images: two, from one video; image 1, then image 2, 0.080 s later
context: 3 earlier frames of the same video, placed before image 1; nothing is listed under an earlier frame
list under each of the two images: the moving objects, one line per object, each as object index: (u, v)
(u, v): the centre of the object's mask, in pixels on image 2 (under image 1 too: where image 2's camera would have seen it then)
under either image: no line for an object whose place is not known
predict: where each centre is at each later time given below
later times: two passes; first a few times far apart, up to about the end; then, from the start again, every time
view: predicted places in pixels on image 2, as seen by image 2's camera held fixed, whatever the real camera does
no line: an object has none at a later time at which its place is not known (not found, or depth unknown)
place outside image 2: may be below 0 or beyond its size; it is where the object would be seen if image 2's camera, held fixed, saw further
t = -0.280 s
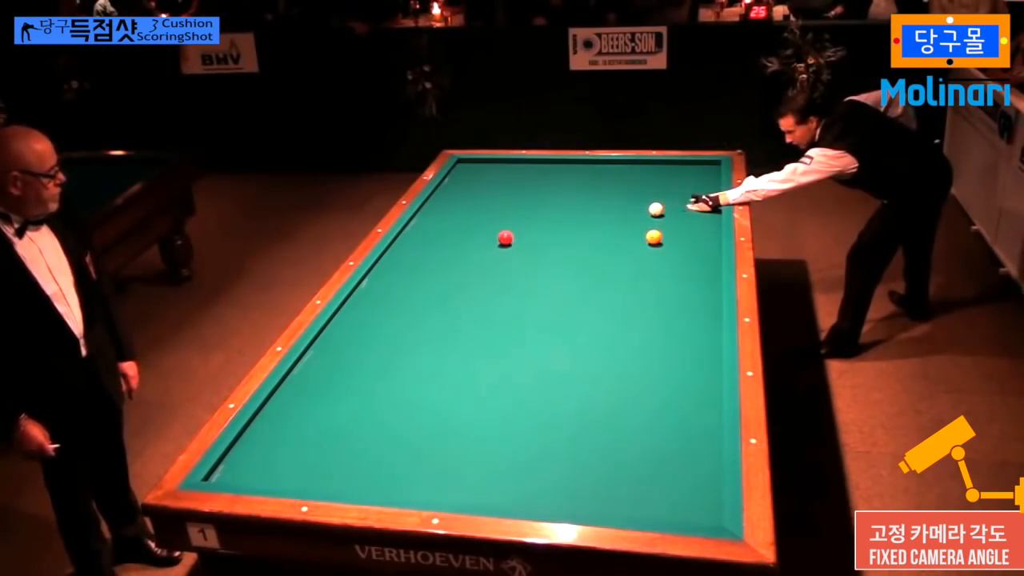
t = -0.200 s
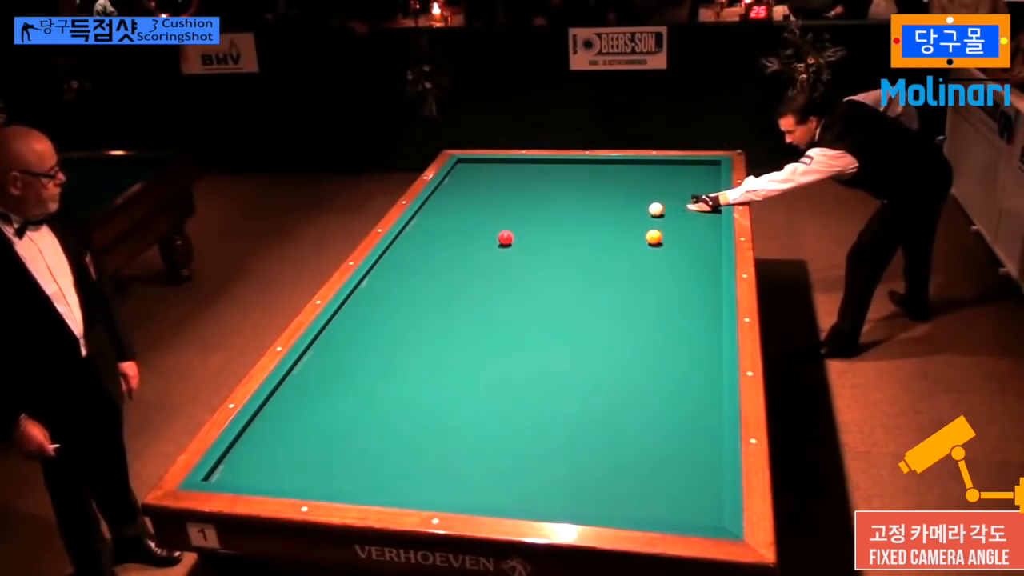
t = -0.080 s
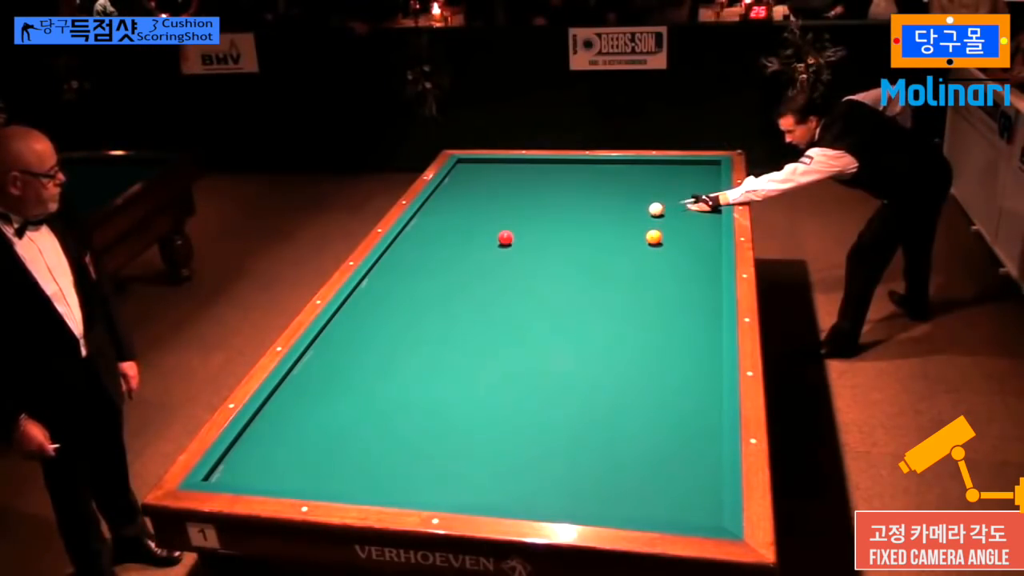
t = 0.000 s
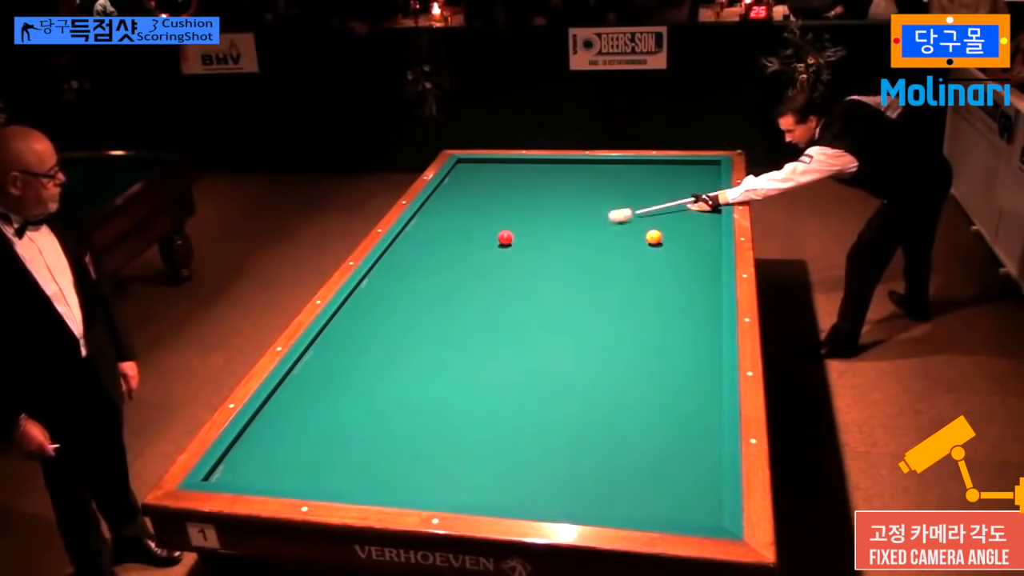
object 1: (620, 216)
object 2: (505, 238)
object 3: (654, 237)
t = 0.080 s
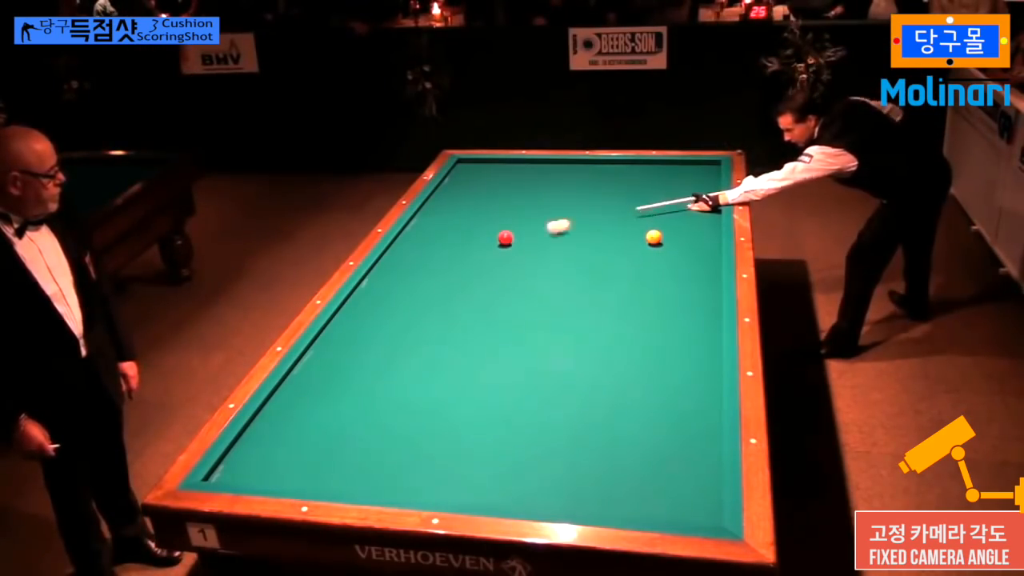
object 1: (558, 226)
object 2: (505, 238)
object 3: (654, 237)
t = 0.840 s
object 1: (457, 194)
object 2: (433, 402)
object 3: (654, 237)
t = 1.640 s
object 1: (550, 166)
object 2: (708, 426)
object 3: (654, 237)
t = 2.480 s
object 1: (653, 189)
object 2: (568, 312)
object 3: (654, 237)
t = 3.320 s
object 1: (685, 218)
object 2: (483, 239)
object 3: (654, 237)
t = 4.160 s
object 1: (624, 234)
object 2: (445, 192)
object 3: (650, 251)
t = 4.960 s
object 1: (576, 238)
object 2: (499, 168)
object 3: (645, 273)
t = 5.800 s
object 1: (533, 242)
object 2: (523, 169)
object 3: (642, 295)
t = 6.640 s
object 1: (499, 245)
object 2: (536, 180)
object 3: (640, 315)
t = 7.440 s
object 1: (473, 247)
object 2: (547, 190)
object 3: (638, 331)
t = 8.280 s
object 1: (453, 249)
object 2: (556, 199)
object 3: (637, 344)
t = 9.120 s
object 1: (442, 250)
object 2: (565, 206)
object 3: (636, 353)
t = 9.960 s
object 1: (437, 250)
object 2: (570, 211)
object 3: (636, 356)
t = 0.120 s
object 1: (528, 232)
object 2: (505, 238)
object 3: (654, 237)
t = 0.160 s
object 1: (511, 233)
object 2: (491, 244)
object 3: (654, 237)
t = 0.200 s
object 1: (503, 230)
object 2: (467, 253)
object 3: (654, 237)
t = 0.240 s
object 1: (495, 227)
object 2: (443, 262)
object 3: (654, 237)
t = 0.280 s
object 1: (488, 224)
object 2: (419, 272)
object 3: (654, 237)
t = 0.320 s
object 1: (481, 223)
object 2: (394, 282)
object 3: (654, 237)
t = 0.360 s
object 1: (474, 220)
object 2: (369, 291)
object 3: (654, 237)
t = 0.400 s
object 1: (467, 218)
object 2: (353, 301)
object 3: (654, 237)
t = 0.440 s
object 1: (461, 216)
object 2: (361, 310)
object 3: (654, 237)
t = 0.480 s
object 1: (454, 214)
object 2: (369, 318)
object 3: (654, 237)
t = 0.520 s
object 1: (448, 212)
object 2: (377, 327)
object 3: (654, 237)
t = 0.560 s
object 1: (441, 210)
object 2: (384, 336)
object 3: (654, 237)
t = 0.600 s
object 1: (435, 209)
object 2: (392, 345)
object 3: (654, 237)
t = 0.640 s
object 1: (429, 207)
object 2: (399, 354)
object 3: (654, 237)
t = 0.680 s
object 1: (430, 204)
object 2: (406, 364)
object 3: (654, 237)
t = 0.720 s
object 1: (438, 202)
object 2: (412, 373)
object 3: (654, 237)
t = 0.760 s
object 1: (445, 199)
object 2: (419, 383)
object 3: (654, 237)
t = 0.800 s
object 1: (451, 197)
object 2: (426, 392)
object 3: (654, 237)
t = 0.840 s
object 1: (457, 194)
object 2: (433, 402)
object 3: (654, 237)
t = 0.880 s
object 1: (462, 192)
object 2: (441, 413)
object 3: (654, 237)
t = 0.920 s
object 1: (467, 189)
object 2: (449, 424)
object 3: (654, 237)
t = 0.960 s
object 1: (472, 187)
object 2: (457, 436)
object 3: (654, 237)
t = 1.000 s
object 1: (478, 185)
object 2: (465, 448)
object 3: (654, 237)
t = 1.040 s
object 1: (482, 183)
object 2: (473, 461)
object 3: (654, 237)
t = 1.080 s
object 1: (487, 181)
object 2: (482, 474)
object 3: (654, 237)
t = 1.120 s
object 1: (492, 178)
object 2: (492, 488)
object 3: (654, 237)
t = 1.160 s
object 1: (497, 176)
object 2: (501, 497)
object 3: (654, 237)
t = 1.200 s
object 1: (501, 174)
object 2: (521, 495)
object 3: (654, 237)
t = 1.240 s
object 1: (506, 172)
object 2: (541, 487)
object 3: (654, 237)
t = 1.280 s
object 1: (510, 170)
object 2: (560, 479)
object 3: (654, 237)
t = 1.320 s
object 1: (515, 168)
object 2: (578, 471)
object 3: (654, 237)
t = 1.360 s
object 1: (519, 166)
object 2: (595, 462)
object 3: (654, 237)
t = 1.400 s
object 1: (524, 164)
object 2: (613, 457)
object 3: (654, 237)
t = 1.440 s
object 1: (528, 162)
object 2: (629, 451)
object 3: (654, 237)
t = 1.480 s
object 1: (532, 161)
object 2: (646, 446)
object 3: (654, 237)
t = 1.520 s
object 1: (536, 162)
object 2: (662, 441)
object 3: (654, 237)
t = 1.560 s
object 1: (541, 164)
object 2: (678, 436)
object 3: (654, 237)
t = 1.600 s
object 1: (546, 165)
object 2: (693, 431)
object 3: (654, 237)
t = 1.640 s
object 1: (550, 166)
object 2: (708, 426)
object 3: (654, 237)
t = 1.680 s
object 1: (555, 167)
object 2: (704, 419)
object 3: (654, 237)
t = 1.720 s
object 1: (559, 168)
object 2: (692, 412)
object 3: (654, 237)
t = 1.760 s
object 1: (564, 169)
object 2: (682, 405)
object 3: (654, 237)
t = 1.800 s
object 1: (569, 170)
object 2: (673, 399)
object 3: (654, 237)
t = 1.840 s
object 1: (573, 172)
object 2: (666, 393)
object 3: (654, 237)
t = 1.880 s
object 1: (578, 173)
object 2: (658, 386)
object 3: (654, 237)
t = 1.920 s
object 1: (583, 174)
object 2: (651, 381)
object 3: (654, 237)
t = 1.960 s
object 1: (588, 175)
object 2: (644, 375)
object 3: (654, 237)
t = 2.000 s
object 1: (593, 176)
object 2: (637, 369)
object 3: (654, 237)
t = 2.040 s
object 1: (597, 177)
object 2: (631, 364)
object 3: (654, 237)
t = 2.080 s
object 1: (602, 178)
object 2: (624, 358)
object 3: (654, 237)
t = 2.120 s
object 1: (607, 179)
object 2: (618, 353)
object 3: (654, 237)
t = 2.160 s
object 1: (612, 180)
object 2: (612, 348)
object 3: (654, 237)
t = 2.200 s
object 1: (617, 181)
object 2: (606, 343)
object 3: (654, 237)
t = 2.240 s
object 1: (622, 183)
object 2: (600, 338)
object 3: (654, 237)
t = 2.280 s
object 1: (627, 184)
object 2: (594, 333)
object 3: (654, 237)
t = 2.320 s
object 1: (632, 185)
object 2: (589, 329)
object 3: (654, 237)
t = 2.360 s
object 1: (637, 186)
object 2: (583, 324)
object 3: (654, 237)
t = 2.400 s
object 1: (643, 187)
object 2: (578, 320)
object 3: (654, 237)
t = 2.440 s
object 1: (648, 188)
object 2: (573, 316)
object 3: (654, 237)
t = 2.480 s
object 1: (653, 189)
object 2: (568, 312)
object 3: (654, 237)
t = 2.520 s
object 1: (658, 190)
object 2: (563, 307)
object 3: (654, 237)
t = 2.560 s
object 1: (663, 192)
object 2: (558, 303)
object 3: (654, 237)
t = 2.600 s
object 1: (669, 193)
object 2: (553, 299)
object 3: (654, 237)
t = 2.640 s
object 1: (674, 194)
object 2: (549, 295)
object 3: (654, 237)
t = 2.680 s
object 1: (679, 195)
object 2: (544, 292)
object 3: (654, 237)
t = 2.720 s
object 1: (685, 196)
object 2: (540, 288)
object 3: (654, 237)
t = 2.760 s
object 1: (690, 198)
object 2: (535, 284)
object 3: (654, 237)
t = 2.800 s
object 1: (695, 199)
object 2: (531, 280)
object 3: (654, 237)
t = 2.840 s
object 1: (701, 200)
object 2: (527, 277)
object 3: (654, 237)
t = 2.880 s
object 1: (706, 201)
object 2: (523, 274)
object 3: (654, 237)
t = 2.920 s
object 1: (712, 203)
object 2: (519, 270)
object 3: (654, 237)
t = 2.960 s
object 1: (714, 204)
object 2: (515, 267)
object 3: (654, 237)
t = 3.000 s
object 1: (710, 206)
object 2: (511, 264)
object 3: (654, 237)
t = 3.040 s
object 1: (707, 207)
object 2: (507, 260)
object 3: (654, 237)
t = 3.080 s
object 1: (704, 209)
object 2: (503, 257)
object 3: (654, 237)
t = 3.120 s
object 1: (701, 210)
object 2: (500, 254)
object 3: (654, 237)
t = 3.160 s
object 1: (698, 212)
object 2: (496, 251)
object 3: (654, 237)
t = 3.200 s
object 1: (694, 213)
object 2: (493, 248)
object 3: (654, 237)
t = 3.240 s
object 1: (692, 215)
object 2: (489, 245)
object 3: (654, 237)
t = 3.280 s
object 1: (688, 216)
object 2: (486, 242)
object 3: (654, 237)
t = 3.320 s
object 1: (685, 218)
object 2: (483, 239)
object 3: (654, 237)
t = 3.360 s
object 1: (682, 219)
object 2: (479, 236)
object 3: (654, 237)
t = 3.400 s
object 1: (679, 221)
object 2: (476, 233)
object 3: (654, 237)
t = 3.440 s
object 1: (676, 222)
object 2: (473, 231)
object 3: (654, 237)
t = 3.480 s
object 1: (673, 224)
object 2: (470, 228)
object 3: (654, 237)
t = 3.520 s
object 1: (670, 225)
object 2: (466, 226)
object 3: (654, 237)
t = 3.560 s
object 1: (666, 227)
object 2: (464, 223)
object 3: (654, 238)
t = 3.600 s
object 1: (664, 228)
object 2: (461, 221)
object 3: (654, 238)
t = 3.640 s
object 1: (661, 228)
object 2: (458, 218)
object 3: (654, 238)
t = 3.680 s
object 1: (658, 229)
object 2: (455, 216)
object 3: (654, 237)
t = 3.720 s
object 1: (654, 229)
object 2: (452, 213)
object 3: (654, 239)
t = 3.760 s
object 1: (650, 229)
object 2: (450, 211)
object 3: (653, 240)
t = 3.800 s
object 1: (647, 230)
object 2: (447, 209)
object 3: (653, 241)
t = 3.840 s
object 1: (644, 231)
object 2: (444, 207)
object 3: (652, 242)
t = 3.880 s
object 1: (642, 232)
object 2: (442, 204)
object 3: (652, 243)
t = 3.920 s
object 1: (640, 233)
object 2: (440, 202)
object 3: (652, 245)
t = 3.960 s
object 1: (637, 233)
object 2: (437, 200)
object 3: (652, 246)
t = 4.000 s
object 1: (634, 233)
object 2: (435, 198)
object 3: (651, 247)
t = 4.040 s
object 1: (632, 233)
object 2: (436, 196)
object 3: (651, 248)
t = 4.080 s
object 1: (629, 234)
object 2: (439, 195)
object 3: (651, 249)
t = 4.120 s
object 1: (626, 234)
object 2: (442, 193)
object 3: (650, 250)
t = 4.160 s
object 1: (624, 234)
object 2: (445, 192)
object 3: (650, 251)
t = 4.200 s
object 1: (621, 234)
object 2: (449, 191)
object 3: (650, 252)
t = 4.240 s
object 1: (619, 235)
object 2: (451, 189)
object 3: (650, 254)
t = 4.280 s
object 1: (616, 235)
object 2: (454, 188)
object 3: (649, 255)
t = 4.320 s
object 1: (614, 235)
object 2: (457, 187)
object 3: (649, 255)
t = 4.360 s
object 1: (611, 235)
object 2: (460, 185)
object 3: (649, 257)
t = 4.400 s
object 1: (609, 235)
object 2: (462, 184)
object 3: (648, 258)
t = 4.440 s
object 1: (606, 236)
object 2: (465, 183)
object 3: (648, 259)
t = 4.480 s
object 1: (604, 236)
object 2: (468, 182)
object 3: (648, 260)
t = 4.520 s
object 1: (601, 236)
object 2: (470, 180)
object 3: (648, 262)
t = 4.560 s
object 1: (599, 236)
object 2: (473, 179)
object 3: (647, 262)
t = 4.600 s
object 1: (596, 236)
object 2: (476, 178)
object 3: (647, 264)
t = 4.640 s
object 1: (594, 236)
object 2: (479, 176)
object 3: (647, 264)
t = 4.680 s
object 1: (592, 237)
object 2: (481, 175)
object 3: (647, 266)
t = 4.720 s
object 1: (589, 237)
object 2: (484, 174)
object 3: (646, 267)
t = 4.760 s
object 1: (587, 237)
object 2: (486, 173)
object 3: (646, 268)
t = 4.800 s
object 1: (585, 237)
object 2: (489, 172)
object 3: (646, 269)
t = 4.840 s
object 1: (582, 237)
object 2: (491, 171)
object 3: (646, 270)
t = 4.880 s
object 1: (580, 238)
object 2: (494, 170)
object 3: (645, 271)
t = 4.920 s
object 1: (578, 238)
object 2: (496, 169)
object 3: (645, 272)
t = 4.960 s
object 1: (576, 238)
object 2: (499, 168)
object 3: (645, 273)
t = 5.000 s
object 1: (573, 238)
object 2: (501, 167)
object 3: (645, 274)
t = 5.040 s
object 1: (571, 238)
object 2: (503, 166)
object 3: (645, 276)
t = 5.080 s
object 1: (569, 239)
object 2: (505, 165)
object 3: (644, 277)
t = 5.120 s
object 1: (567, 239)
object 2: (508, 164)
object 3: (644, 278)
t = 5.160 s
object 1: (565, 239)
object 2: (510, 162)
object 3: (644, 279)
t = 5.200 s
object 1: (563, 239)
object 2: (512, 161)
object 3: (644, 280)
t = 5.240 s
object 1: (561, 239)
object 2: (514, 161)
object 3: (644, 281)
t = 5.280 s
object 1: (558, 239)
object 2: (515, 161)
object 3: (643, 282)
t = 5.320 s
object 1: (556, 239)
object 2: (516, 161)
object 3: (643, 283)
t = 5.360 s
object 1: (554, 240)
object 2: (516, 162)
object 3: (643, 284)
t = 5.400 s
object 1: (552, 240)
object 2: (517, 163)
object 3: (643, 285)
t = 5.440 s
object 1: (550, 240)
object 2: (518, 163)
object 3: (643, 286)
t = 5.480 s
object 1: (549, 240)
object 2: (518, 164)
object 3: (643, 287)
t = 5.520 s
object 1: (546, 241)
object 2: (519, 164)
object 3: (643, 288)
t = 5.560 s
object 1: (545, 241)
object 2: (519, 165)
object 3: (642, 289)
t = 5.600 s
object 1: (543, 241)
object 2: (520, 166)
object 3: (642, 290)
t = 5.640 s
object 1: (541, 241)
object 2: (521, 166)
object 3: (642, 291)
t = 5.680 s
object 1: (539, 241)
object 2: (521, 167)
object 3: (642, 292)
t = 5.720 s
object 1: (537, 241)
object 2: (521, 167)
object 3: (642, 293)
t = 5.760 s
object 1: (535, 241)
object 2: (522, 168)
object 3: (642, 294)
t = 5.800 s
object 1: (533, 242)
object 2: (523, 169)
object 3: (642, 295)
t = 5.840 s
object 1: (531, 242)
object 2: (524, 169)
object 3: (642, 296)
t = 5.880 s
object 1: (530, 242)
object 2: (524, 170)
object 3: (641, 297)
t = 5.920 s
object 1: (528, 242)
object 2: (525, 170)
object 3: (641, 298)
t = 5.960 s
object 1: (526, 242)
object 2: (526, 171)
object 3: (641, 299)
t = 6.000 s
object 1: (524, 242)
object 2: (526, 171)
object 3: (641, 300)
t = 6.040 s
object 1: (523, 243)
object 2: (527, 172)
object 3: (641, 301)
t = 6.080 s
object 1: (521, 243)
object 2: (528, 172)
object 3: (641, 302)
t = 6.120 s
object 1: (519, 243)
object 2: (528, 173)
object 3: (641, 303)
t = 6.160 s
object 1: (517, 243)
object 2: (529, 174)
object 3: (641, 304)
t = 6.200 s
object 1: (516, 243)
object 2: (529, 174)
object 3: (641, 305)
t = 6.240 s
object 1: (514, 243)
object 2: (530, 175)
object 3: (641, 306)
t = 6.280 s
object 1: (513, 243)
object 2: (531, 175)
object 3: (641, 307)
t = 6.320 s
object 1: (511, 244)
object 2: (531, 176)
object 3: (641, 308)
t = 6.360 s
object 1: (509, 244)
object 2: (532, 176)
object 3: (641, 309)
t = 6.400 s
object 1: (508, 244)
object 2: (532, 177)
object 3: (641, 309)
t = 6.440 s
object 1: (506, 244)
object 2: (533, 177)
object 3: (640, 311)
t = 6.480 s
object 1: (505, 244)
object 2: (533, 178)
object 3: (640, 311)
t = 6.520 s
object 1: (503, 244)
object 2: (534, 179)
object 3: (641, 312)
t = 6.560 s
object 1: (502, 244)
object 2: (535, 179)
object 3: (640, 313)
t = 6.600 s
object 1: (500, 244)
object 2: (535, 180)
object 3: (640, 314)
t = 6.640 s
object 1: (499, 245)
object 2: (536, 180)
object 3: (640, 315)
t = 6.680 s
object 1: (497, 245)
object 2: (536, 180)
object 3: (640, 316)
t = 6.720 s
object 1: (496, 245)
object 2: (537, 181)
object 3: (640, 317)
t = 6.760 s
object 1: (494, 245)
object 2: (538, 181)
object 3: (640, 318)
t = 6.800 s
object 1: (493, 245)
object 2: (538, 182)
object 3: (640, 318)
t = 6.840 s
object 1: (492, 245)
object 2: (539, 182)
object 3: (640, 319)
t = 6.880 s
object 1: (490, 245)
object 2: (539, 183)
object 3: (640, 320)
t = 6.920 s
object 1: (489, 245)
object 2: (540, 184)
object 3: (639, 321)
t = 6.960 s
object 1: (487, 246)
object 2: (540, 184)
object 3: (639, 322)
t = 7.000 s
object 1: (486, 246)
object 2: (541, 185)
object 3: (639, 323)
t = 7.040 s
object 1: (485, 246)
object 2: (541, 185)
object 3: (639, 323)
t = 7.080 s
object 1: (483, 246)
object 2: (542, 186)
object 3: (639, 324)
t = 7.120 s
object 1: (482, 246)
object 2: (543, 186)
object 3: (639, 325)
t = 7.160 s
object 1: (481, 246)
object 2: (543, 187)
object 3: (639, 326)
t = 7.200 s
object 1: (480, 246)
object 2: (544, 187)
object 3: (639, 326)
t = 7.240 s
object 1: (478, 246)
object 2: (544, 187)
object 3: (638, 327)
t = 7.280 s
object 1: (477, 246)
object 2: (545, 188)
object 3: (638, 328)
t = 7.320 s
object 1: (476, 247)
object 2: (545, 188)
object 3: (638, 329)
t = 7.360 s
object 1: (475, 247)
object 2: (546, 189)
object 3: (638, 330)
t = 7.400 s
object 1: (474, 247)
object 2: (546, 189)
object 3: (638, 330)
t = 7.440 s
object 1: (473, 247)
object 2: (547, 190)
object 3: (638, 331)
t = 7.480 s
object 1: (472, 247)
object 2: (547, 190)
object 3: (638, 332)
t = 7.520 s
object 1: (471, 247)
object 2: (548, 191)
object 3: (638, 332)
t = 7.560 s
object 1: (470, 247)
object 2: (548, 191)
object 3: (638, 333)
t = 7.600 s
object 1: (469, 248)
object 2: (548, 192)
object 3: (638, 334)
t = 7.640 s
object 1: (468, 248)
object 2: (549, 192)
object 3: (637, 335)
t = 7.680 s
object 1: (466, 248)
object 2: (549, 192)
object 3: (637, 335)
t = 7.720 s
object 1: (466, 248)
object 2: (550, 193)
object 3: (637, 336)
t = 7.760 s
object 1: (465, 248)
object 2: (550, 193)
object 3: (638, 337)
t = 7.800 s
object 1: (464, 248)
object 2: (551, 194)
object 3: (637, 337)
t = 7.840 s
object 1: (463, 248)
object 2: (551, 194)
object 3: (638, 338)
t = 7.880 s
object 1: (462, 248)
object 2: (552, 195)
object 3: (637, 338)
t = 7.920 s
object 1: (461, 248)
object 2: (552, 195)
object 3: (637, 339)
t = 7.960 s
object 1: (460, 248)
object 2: (553, 195)
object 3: (637, 340)
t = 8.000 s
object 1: (459, 248)
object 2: (553, 196)
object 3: (637, 340)
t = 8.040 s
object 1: (458, 249)
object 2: (554, 196)
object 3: (637, 341)
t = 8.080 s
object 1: (457, 248)
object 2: (554, 197)
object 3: (637, 342)
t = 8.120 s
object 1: (456, 249)
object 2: (554, 197)
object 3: (637, 342)
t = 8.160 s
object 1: (456, 249)
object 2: (555, 198)
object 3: (637, 343)
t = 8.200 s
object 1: (455, 249)
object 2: (555, 198)
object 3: (637, 343)
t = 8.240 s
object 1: (454, 249)
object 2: (556, 199)
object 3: (637, 344)
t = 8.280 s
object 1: (453, 249)
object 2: (556, 199)
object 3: (637, 344)
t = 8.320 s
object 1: (453, 249)
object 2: (557, 199)
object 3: (637, 345)
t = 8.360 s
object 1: (452, 249)
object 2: (557, 200)
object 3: (637, 345)
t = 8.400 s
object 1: (451, 249)
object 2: (558, 200)
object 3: (637, 346)
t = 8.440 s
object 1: (450, 249)
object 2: (558, 200)
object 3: (637, 346)
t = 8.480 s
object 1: (450, 249)
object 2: (558, 201)
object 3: (637, 347)
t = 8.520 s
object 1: (449, 249)
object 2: (559, 201)
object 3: (637, 347)
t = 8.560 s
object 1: (449, 249)
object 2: (559, 201)
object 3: (636, 348)
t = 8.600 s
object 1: (448, 249)
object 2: (560, 202)
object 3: (636, 348)
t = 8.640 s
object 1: (447, 250)
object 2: (560, 202)
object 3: (636, 349)
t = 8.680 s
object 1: (447, 250)
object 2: (560, 202)
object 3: (636, 349)
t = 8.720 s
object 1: (446, 250)
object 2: (561, 203)
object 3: (636, 350)
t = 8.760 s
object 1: (446, 250)
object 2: (561, 203)
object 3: (636, 350)
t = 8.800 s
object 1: (445, 250)
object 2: (562, 203)
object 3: (636, 350)
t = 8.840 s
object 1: (445, 250)
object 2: (562, 204)
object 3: (636, 350)
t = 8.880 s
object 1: (444, 250)
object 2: (562, 204)
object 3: (636, 351)
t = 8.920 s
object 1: (444, 250)
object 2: (563, 204)
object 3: (636, 351)
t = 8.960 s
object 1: (443, 250)
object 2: (563, 204)
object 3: (636, 351)
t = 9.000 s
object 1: (443, 250)
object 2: (564, 205)
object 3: (636, 352)
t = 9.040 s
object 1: (442, 250)
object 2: (564, 205)
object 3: (636, 352)
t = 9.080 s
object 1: (442, 250)
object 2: (564, 205)
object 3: (636, 352)
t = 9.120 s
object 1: (442, 250)
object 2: (565, 206)
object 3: (636, 353)
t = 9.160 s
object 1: (441, 250)
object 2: (565, 206)
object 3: (636, 353)
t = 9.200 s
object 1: (441, 250)
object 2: (565, 206)
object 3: (636, 353)
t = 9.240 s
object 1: (441, 250)
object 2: (566, 207)
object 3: (636, 353)
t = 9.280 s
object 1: (440, 250)
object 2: (566, 207)
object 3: (636, 354)
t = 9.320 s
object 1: (440, 250)
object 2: (566, 207)
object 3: (636, 354)
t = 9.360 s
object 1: (440, 250)
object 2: (567, 207)
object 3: (636, 354)
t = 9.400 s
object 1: (439, 250)
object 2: (567, 208)
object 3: (636, 354)
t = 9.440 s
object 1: (439, 250)
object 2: (567, 208)
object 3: (636, 355)
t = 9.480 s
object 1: (439, 250)
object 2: (567, 208)
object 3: (636, 355)
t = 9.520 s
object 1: (439, 250)
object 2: (568, 208)
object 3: (636, 355)
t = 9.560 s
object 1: (438, 250)
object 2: (568, 209)
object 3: (636, 355)
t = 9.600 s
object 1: (438, 250)
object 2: (568, 209)
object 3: (636, 355)
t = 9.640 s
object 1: (438, 250)
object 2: (569, 209)
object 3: (636, 355)
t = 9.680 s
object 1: (438, 250)
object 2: (569, 209)
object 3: (636, 356)
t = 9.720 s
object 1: (438, 250)
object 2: (569, 210)
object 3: (636, 356)
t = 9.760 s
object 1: (438, 250)
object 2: (569, 210)
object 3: (636, 356)
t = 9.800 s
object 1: (438, 250)
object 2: (570, 210)
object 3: (636, 356)
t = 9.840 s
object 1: (438, 250)
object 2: (570, 210)
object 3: (636, 356)
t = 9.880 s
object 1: (438, 250)
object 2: (570, 210)
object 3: (636, 356)
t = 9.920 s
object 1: (437, 250)
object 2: (570, 211)
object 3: (636, 356)
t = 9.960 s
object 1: (437, 250)
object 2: (570, 211)
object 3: (636, 356)
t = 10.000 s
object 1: (437, 250)
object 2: (571, 211)
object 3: (636, 356)
